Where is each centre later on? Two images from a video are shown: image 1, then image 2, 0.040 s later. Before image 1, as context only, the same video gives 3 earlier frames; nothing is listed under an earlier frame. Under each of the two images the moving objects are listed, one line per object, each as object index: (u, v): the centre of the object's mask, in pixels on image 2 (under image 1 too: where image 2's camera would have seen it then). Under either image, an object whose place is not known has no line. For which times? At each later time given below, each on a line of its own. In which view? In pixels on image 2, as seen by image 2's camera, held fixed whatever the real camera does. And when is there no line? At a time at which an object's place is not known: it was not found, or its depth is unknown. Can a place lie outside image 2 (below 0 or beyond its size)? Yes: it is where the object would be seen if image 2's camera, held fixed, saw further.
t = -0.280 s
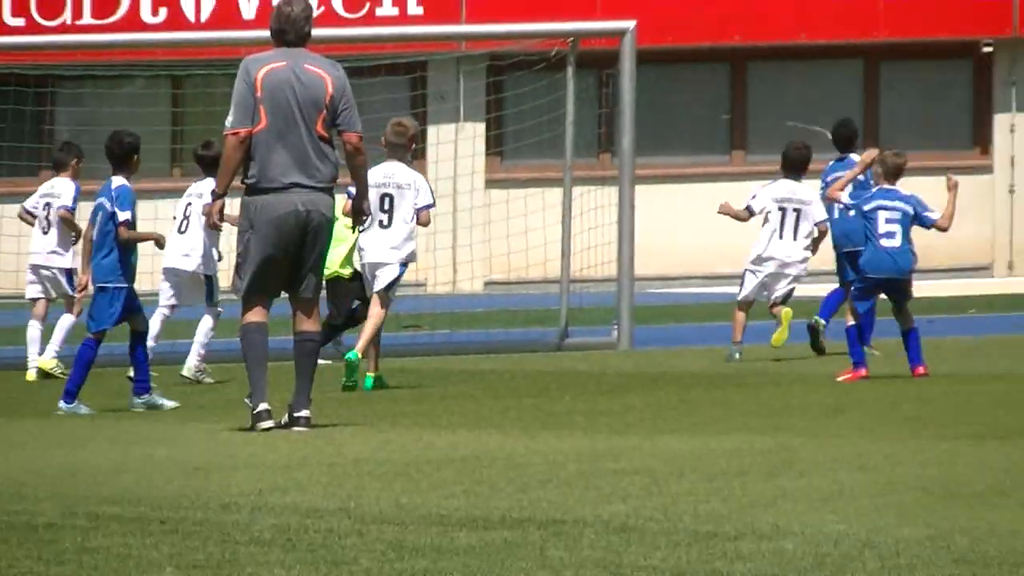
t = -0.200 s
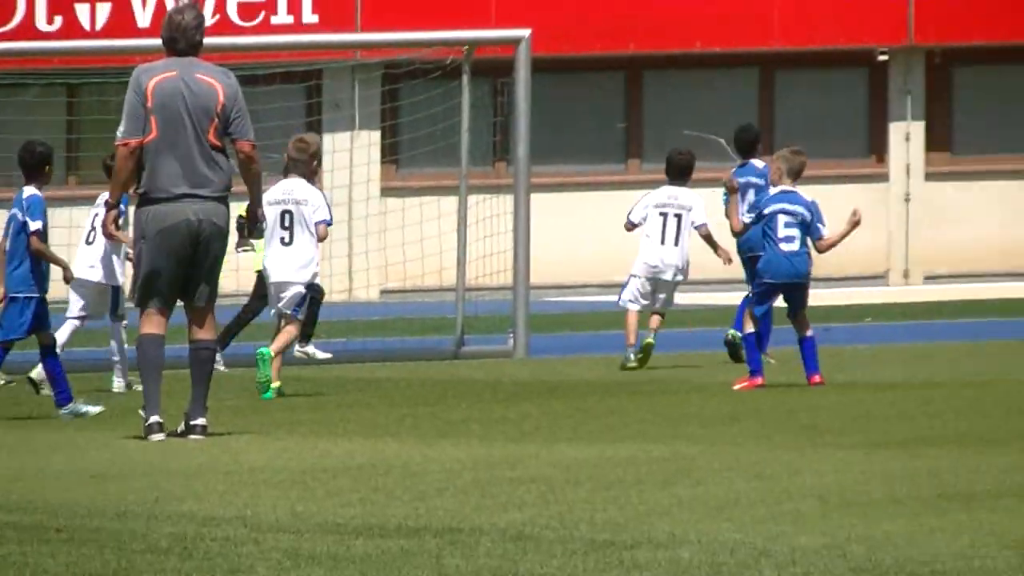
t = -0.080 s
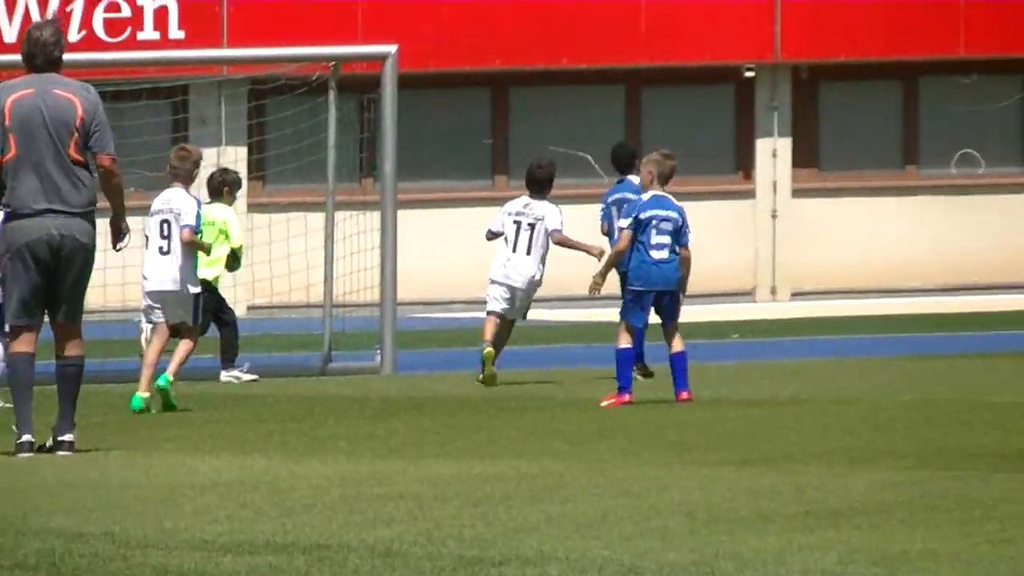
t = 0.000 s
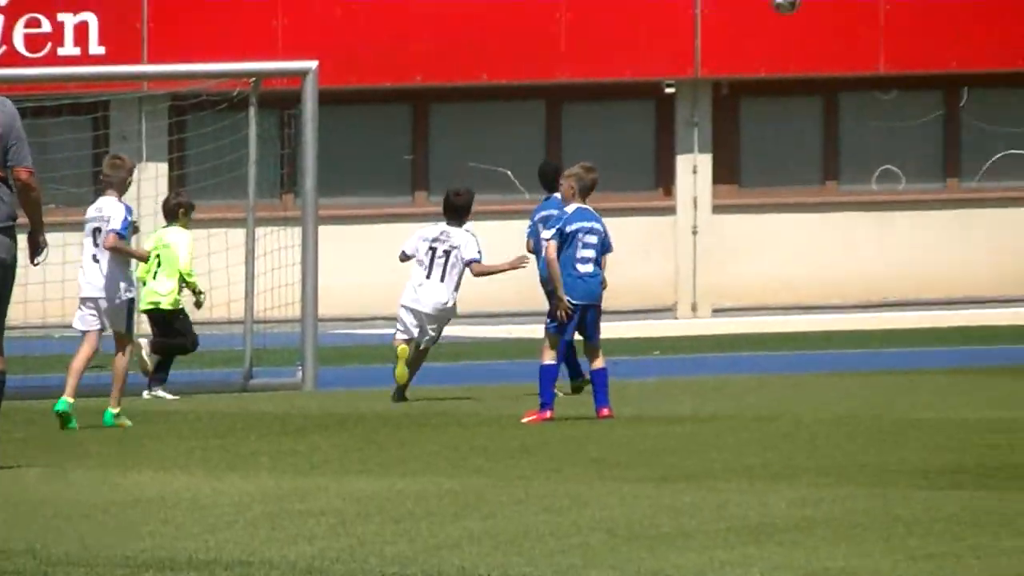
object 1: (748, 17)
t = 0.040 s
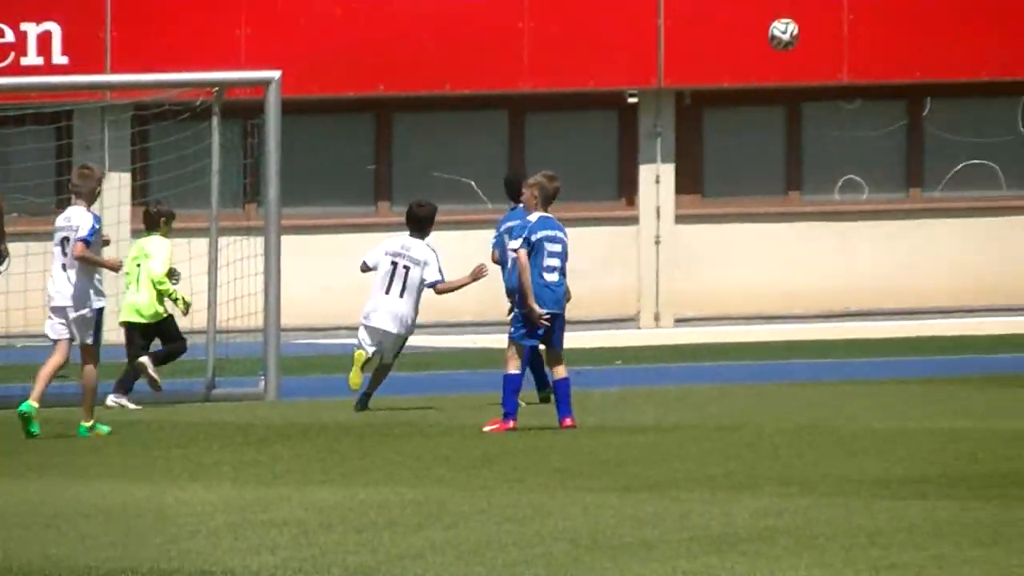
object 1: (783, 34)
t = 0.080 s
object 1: (817, 62)
